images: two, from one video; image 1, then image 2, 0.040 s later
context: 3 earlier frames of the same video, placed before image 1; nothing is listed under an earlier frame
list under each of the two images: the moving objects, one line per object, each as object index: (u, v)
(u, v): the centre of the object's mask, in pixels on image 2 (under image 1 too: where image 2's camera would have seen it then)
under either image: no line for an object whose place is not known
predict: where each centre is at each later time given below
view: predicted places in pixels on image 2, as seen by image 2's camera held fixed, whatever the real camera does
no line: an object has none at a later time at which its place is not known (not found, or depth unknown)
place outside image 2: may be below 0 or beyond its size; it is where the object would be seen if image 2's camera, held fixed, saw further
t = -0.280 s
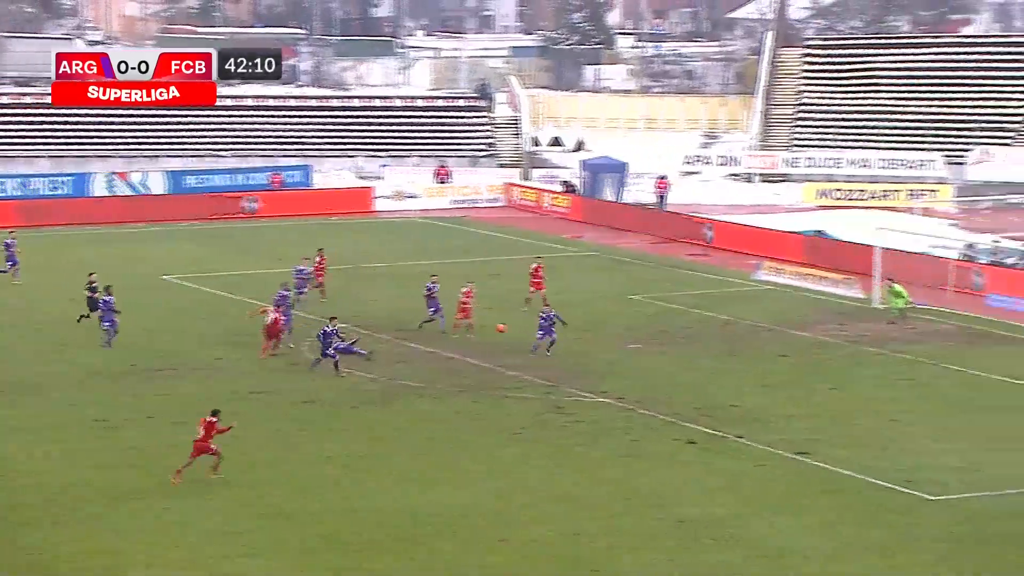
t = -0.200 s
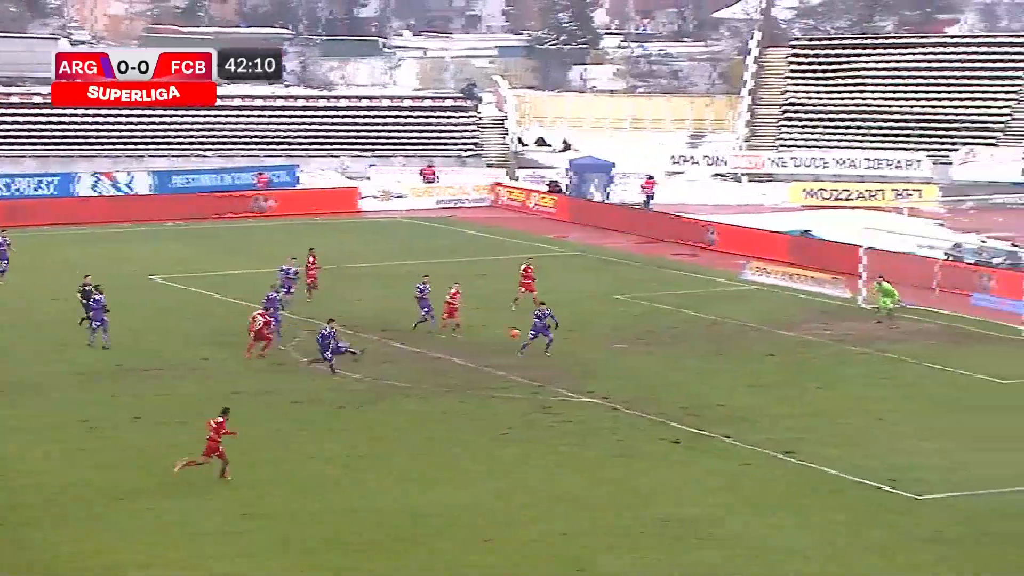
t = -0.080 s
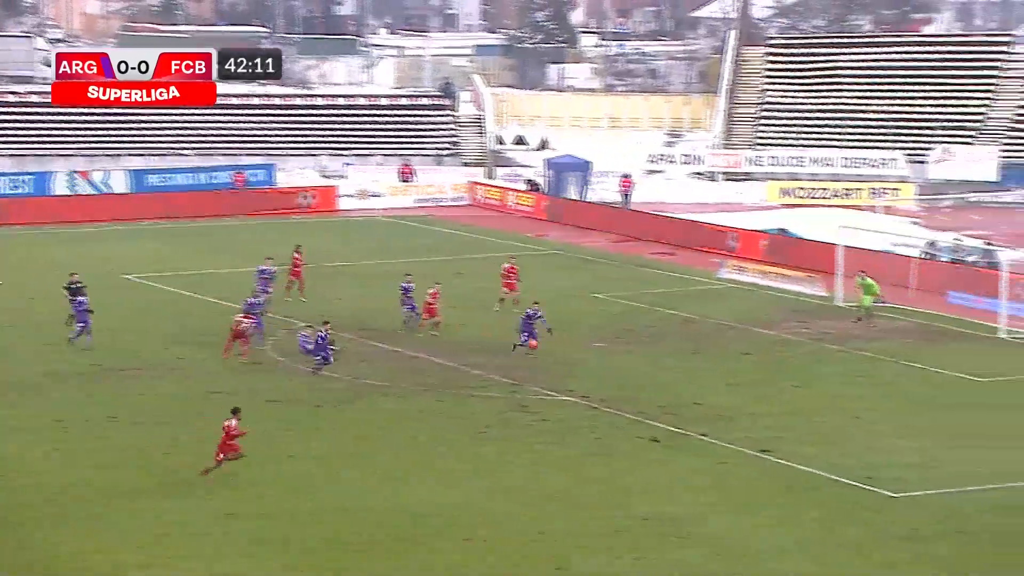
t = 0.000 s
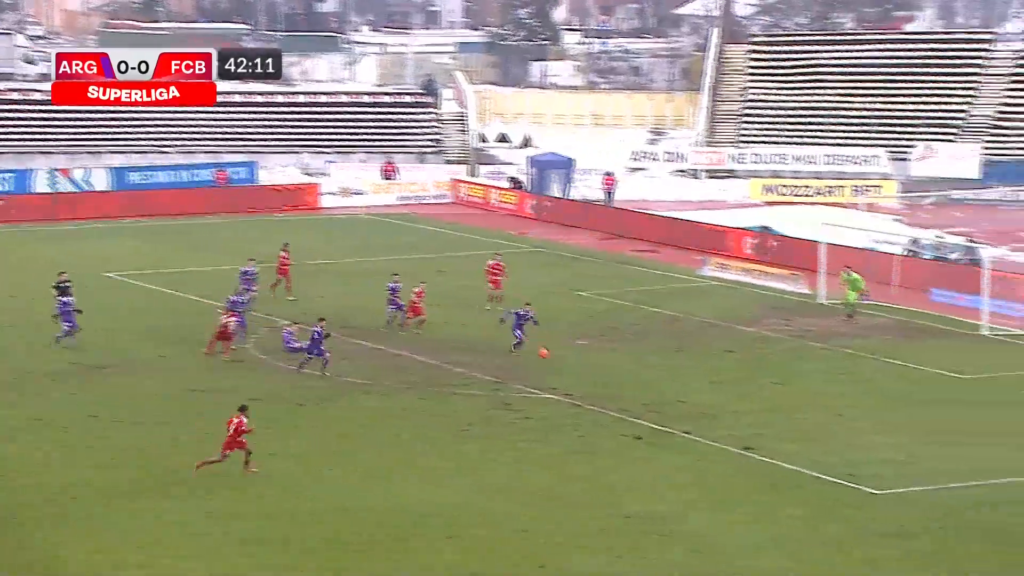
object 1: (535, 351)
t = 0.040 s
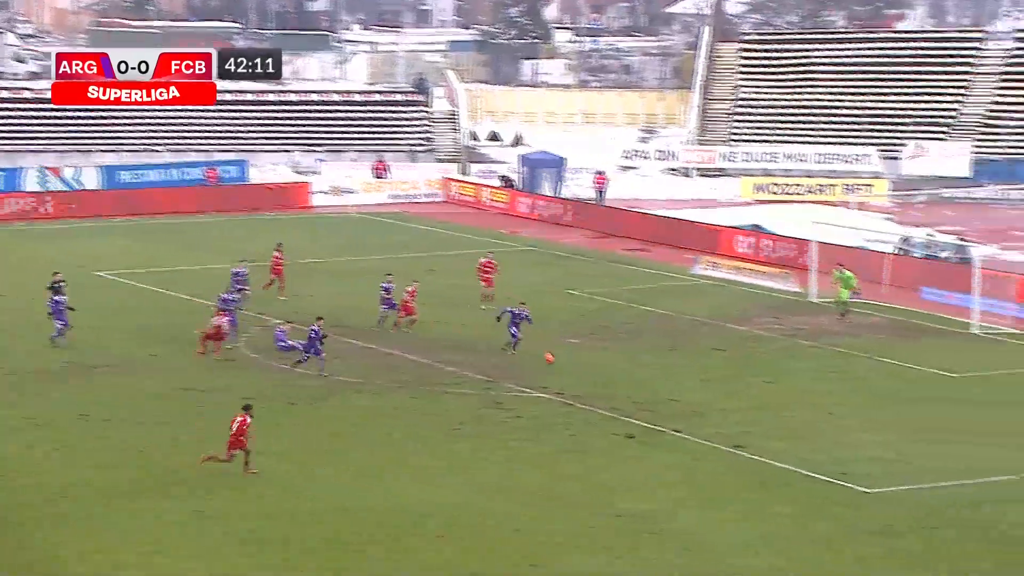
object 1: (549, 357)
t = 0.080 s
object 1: (563, 364)
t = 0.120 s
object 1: (577, 373)
